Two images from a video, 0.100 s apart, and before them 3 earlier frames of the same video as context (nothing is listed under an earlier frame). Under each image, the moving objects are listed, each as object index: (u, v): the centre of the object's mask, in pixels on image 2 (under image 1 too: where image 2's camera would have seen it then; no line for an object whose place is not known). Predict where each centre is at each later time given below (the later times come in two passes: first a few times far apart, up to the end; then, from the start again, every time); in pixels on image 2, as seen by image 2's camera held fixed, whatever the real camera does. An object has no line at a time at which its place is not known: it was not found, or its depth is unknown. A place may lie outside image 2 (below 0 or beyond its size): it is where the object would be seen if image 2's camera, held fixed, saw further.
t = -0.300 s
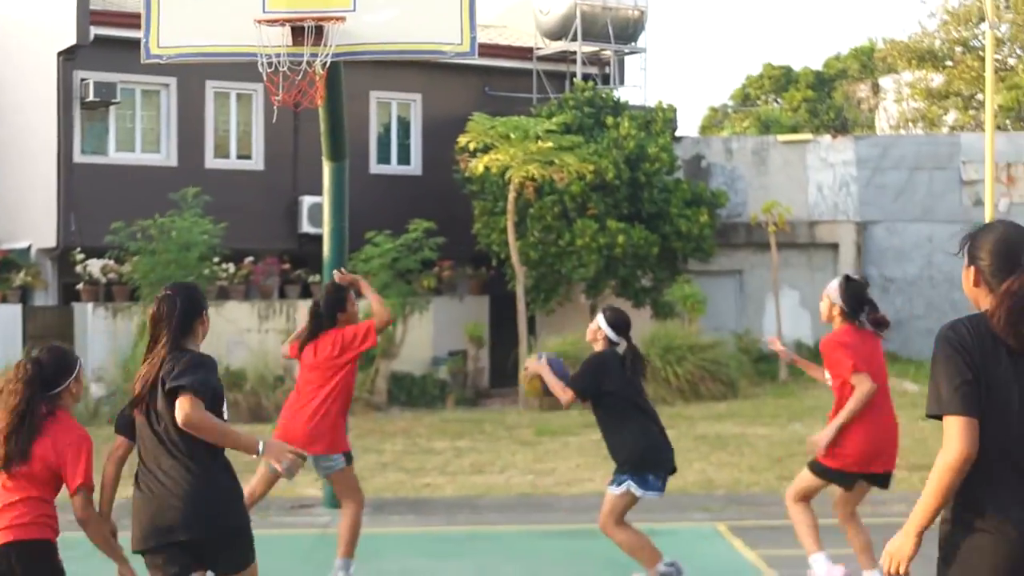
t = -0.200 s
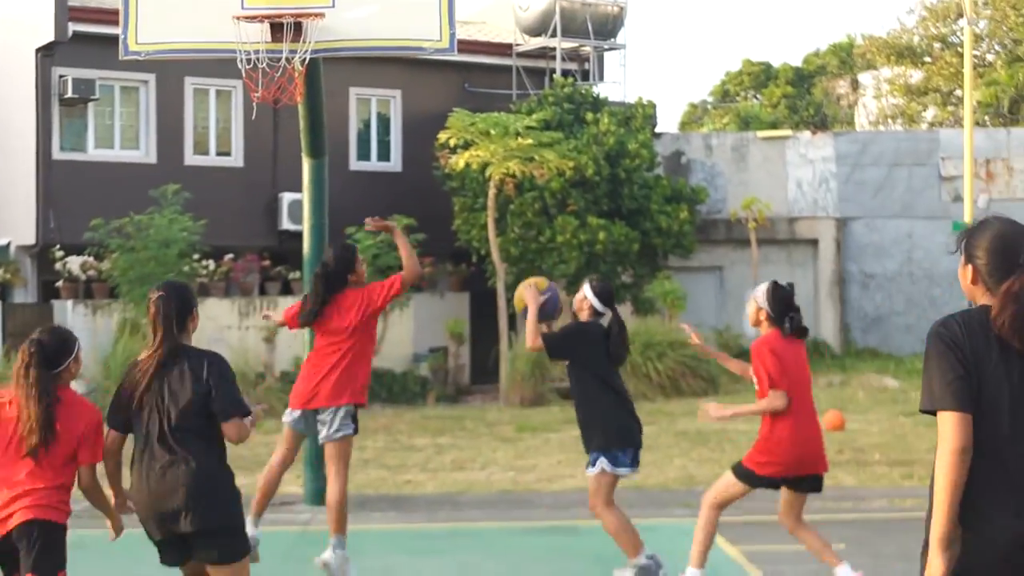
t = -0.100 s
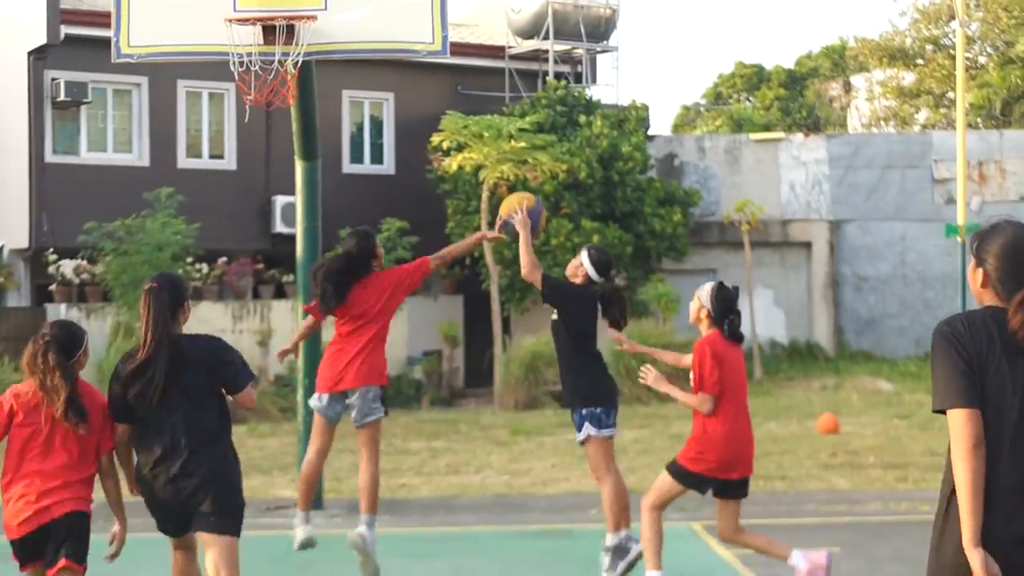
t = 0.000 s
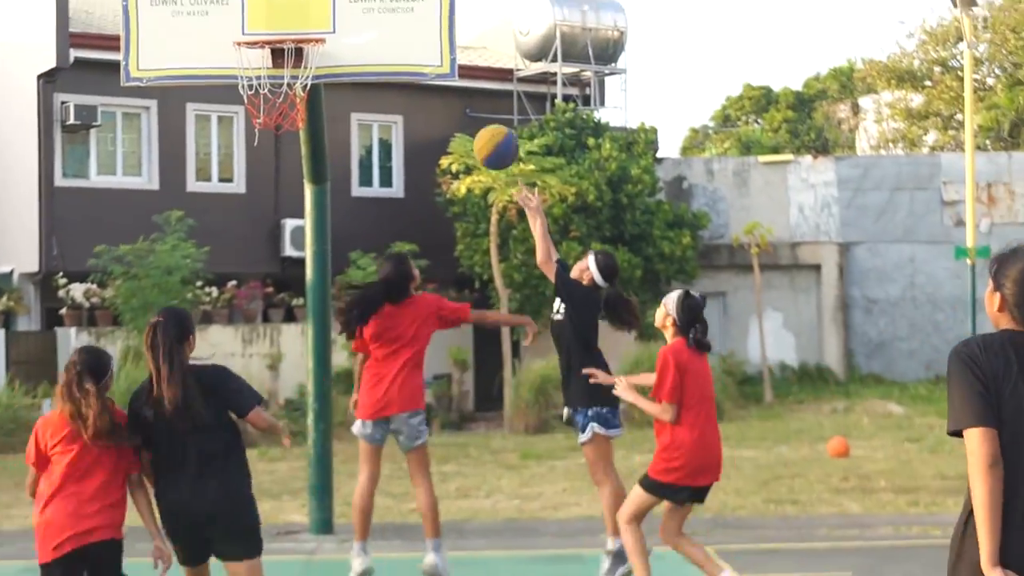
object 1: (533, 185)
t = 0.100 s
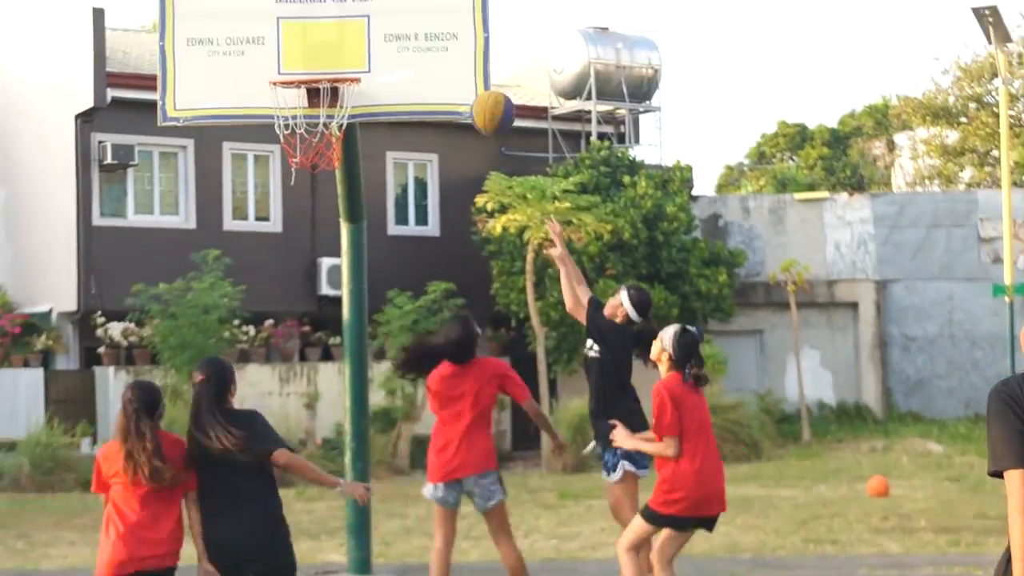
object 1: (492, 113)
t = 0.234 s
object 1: (441, 49)
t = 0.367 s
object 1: (395, 17)
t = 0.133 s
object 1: (480, 93)
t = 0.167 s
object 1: (467, 76)
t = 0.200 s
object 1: (454, 61)
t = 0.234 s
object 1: (441, 49)
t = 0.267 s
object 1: (430, 38)
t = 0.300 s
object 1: (418, 29)
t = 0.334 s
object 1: (407, 22)
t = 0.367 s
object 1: (395, 17)
